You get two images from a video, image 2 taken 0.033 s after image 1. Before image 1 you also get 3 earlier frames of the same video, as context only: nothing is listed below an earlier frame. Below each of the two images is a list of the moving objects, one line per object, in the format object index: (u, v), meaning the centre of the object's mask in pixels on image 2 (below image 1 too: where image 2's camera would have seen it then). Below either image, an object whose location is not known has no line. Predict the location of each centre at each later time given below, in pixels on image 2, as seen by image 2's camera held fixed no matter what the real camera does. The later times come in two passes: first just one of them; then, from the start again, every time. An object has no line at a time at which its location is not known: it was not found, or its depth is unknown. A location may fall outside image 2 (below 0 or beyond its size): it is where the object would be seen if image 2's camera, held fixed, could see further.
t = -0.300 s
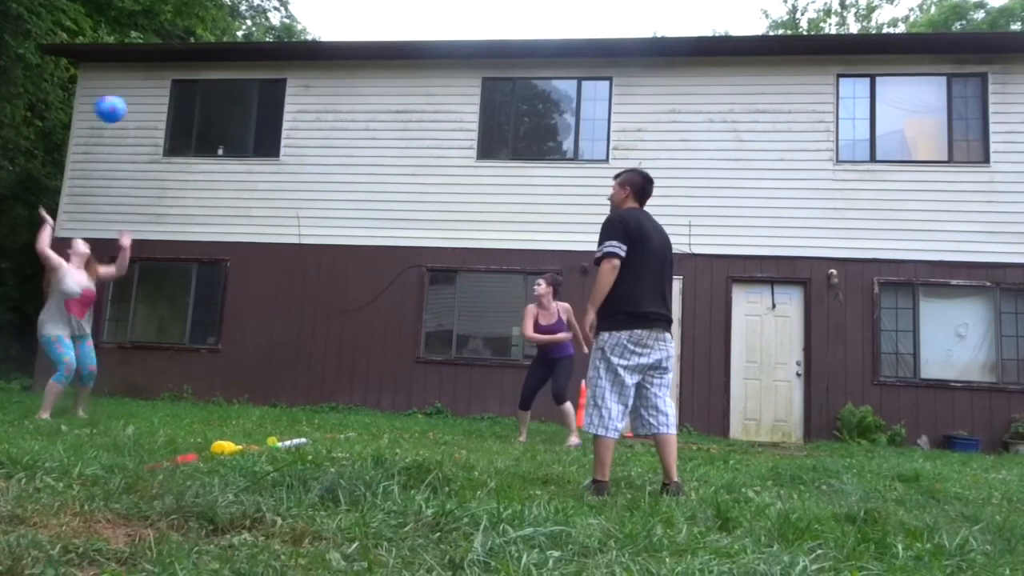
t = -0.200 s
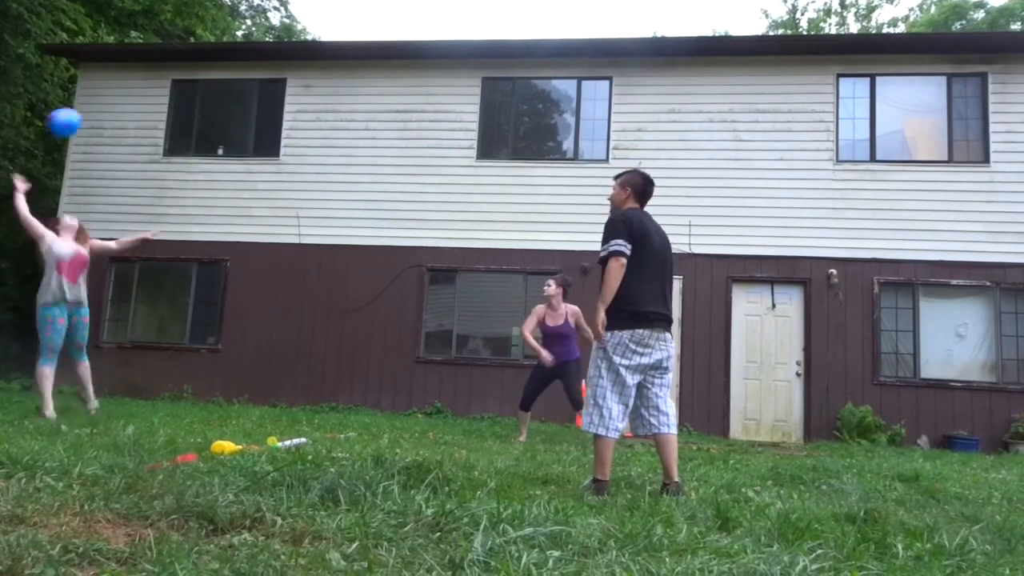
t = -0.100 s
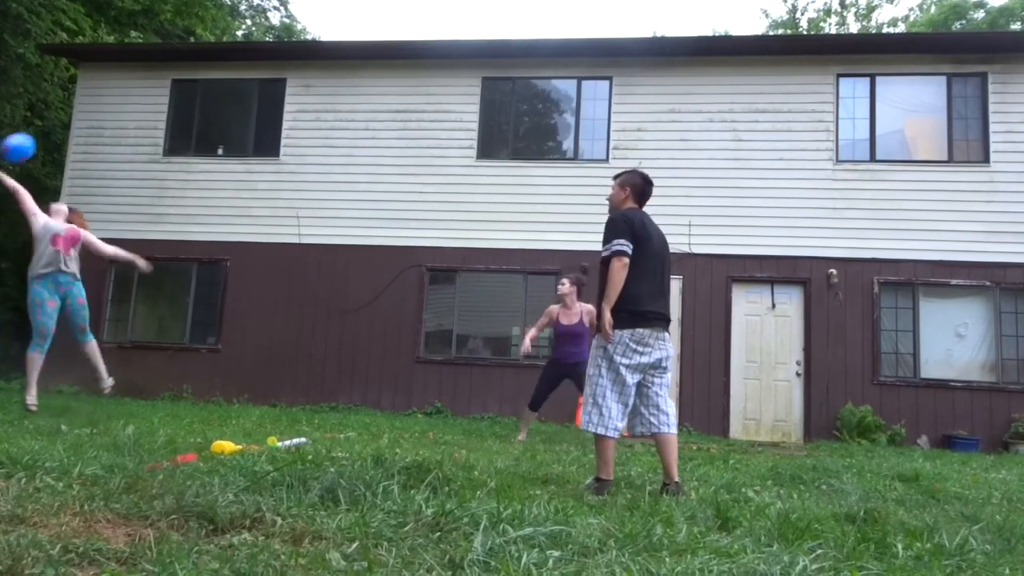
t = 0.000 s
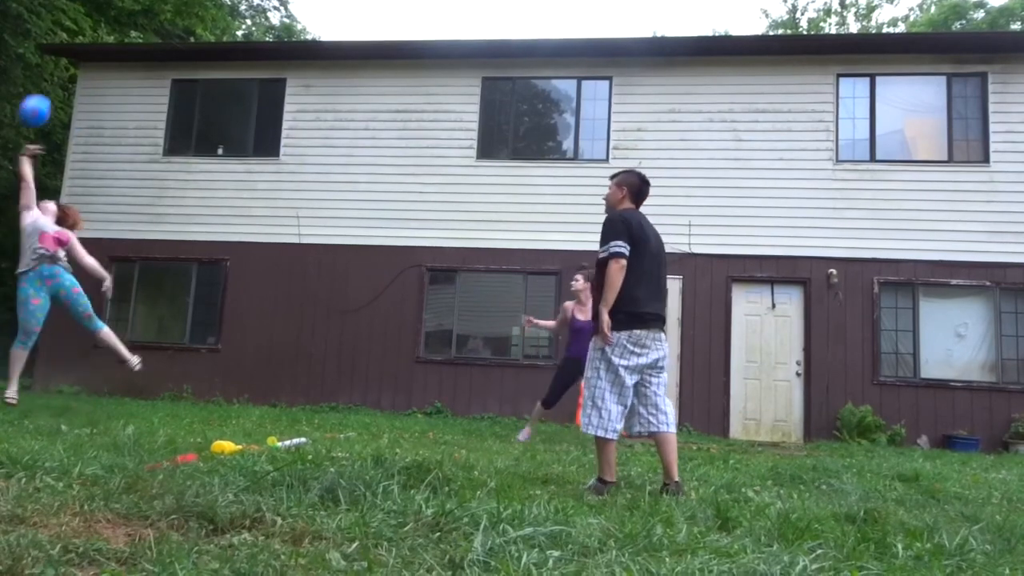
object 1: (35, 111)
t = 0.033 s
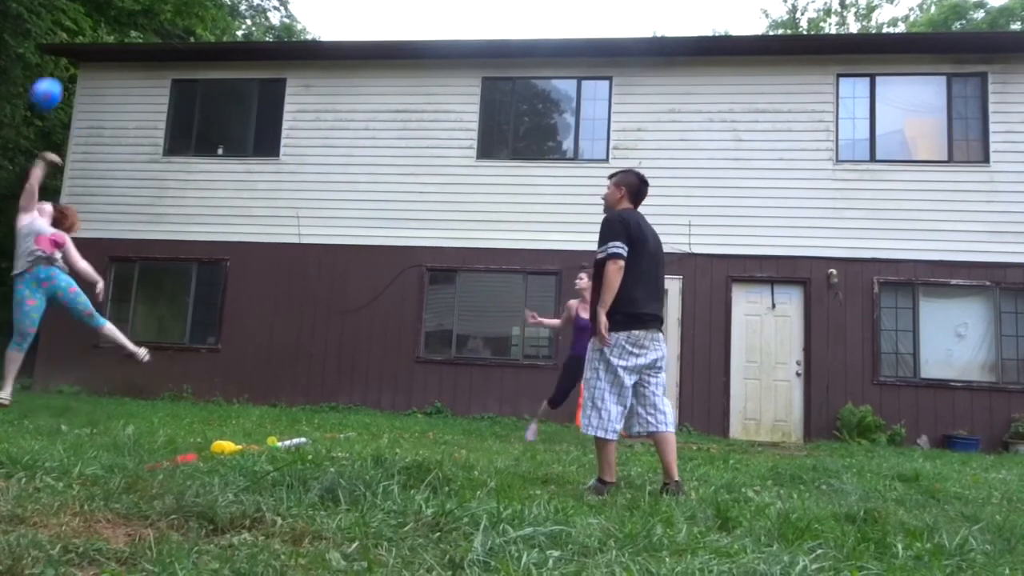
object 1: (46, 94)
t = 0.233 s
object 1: (109, 19)
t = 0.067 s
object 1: (58, 77)
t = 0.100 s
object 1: (69, 63)
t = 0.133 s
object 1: (79, 50)
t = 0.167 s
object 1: (90, 39)
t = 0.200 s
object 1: (100, 29)
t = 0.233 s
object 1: (109, 19)
